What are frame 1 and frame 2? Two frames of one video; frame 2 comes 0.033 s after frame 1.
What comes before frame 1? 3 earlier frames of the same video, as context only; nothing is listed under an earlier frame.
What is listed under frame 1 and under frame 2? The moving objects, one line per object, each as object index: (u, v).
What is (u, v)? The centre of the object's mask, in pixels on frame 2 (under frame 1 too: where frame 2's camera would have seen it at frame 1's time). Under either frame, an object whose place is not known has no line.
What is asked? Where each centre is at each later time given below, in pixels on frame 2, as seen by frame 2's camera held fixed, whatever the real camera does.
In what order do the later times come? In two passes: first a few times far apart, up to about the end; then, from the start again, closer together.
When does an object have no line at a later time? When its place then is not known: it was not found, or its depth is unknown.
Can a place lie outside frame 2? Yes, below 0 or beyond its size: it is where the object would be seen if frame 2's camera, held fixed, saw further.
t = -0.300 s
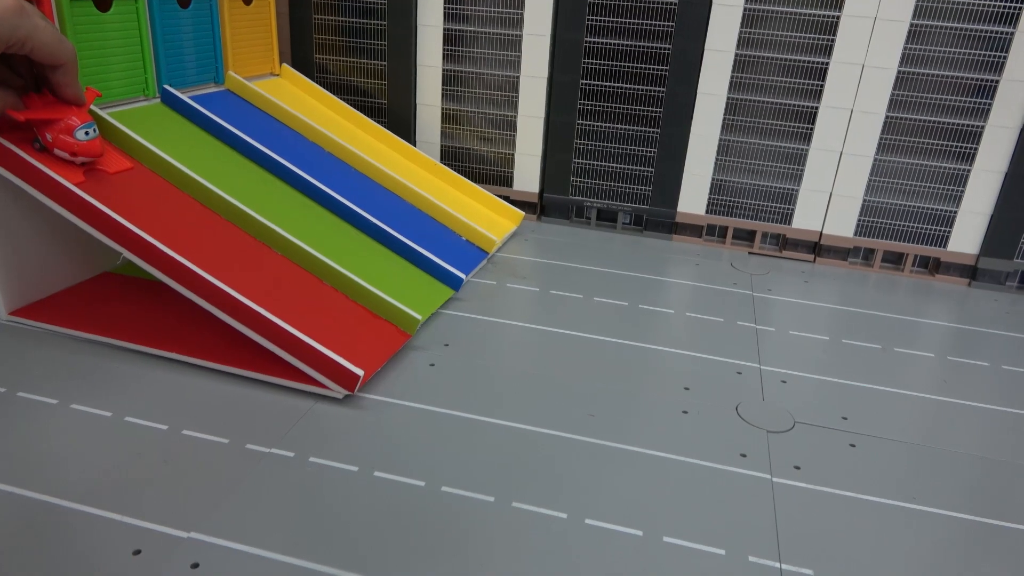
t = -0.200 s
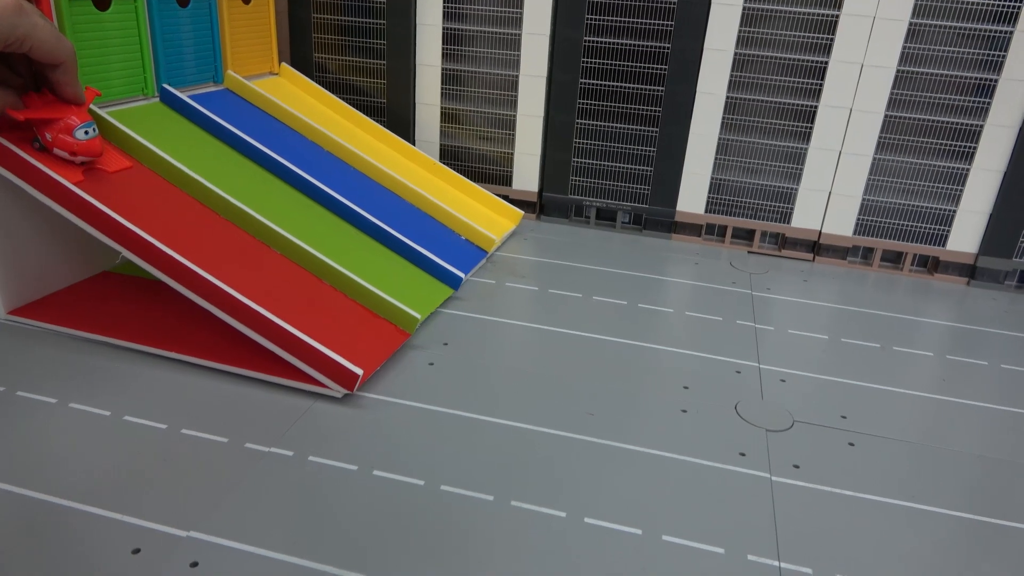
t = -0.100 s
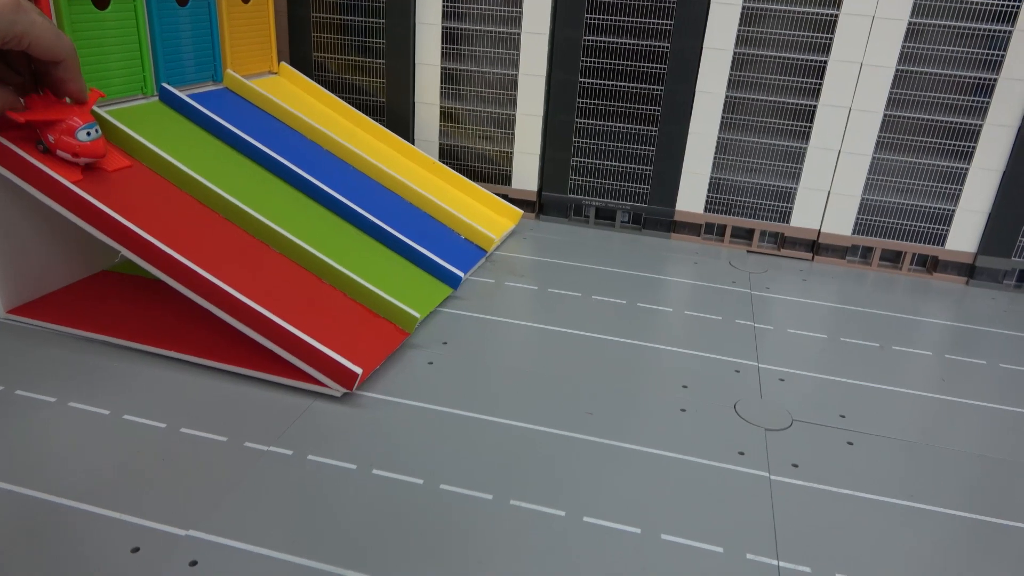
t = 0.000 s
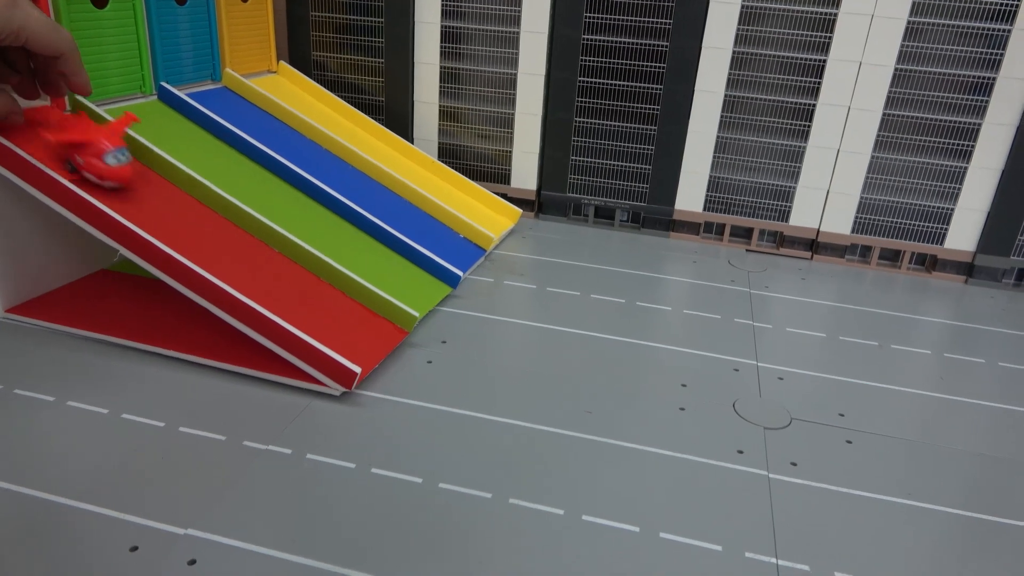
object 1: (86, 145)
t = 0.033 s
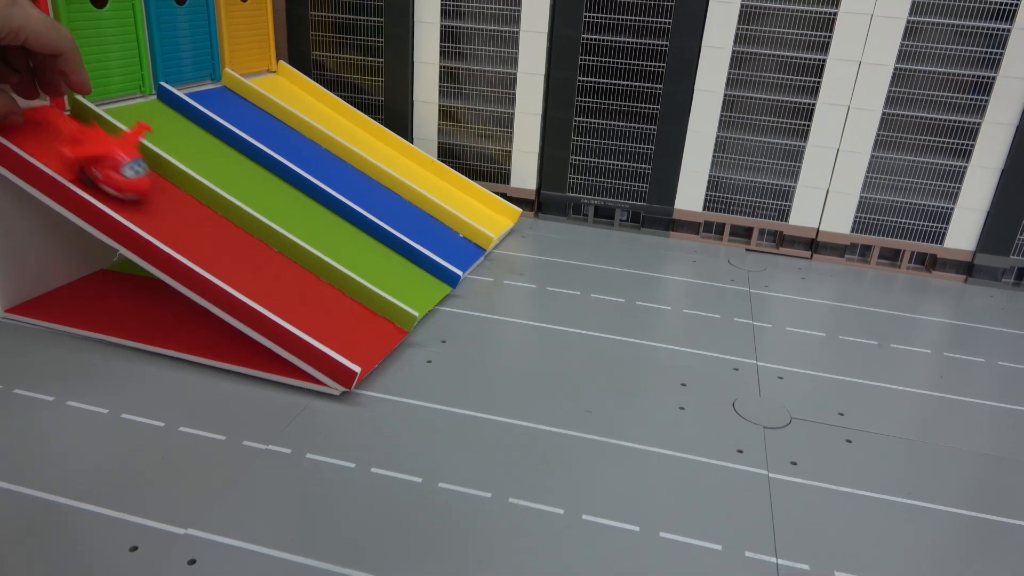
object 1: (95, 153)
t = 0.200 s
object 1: (268, 255)
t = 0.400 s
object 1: (560, 361)
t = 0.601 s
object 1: (797, 395)
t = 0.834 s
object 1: (957, 420)
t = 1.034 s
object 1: (1004, 424)
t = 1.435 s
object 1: (1007, 424)
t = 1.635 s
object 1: (1007, 424)
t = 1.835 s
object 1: (1008, 424)
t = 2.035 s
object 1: (1008, 424)
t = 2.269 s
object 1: (1008, 424)
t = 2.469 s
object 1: (1008, 424)
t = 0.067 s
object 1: (129, 177)
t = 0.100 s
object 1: (160, 193)
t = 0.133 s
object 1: (192, 212)
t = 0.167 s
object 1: (228, 233)
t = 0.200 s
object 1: (268, 255)
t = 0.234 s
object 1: (313, 280)
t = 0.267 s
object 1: (362, 305)
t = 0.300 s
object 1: (414, 330)
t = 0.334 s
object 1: (466, 342)
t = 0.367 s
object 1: (514, 354)
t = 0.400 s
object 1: (560, 361)
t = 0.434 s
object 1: (605, 366)
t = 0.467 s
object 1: (650, 373)
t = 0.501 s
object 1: (693, 378)
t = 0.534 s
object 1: (731, 380)
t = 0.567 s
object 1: (766, 389)
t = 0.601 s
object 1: (797, 395)
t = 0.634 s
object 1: (825, 399)
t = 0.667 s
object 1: (852, 406)
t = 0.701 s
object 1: (877, 410)
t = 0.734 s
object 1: (901, 413)
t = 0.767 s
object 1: (922, 416)
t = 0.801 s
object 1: (941, 418)
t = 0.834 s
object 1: (957, 420)
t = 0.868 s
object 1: (972, 422)
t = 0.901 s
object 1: (984, 423)
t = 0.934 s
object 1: (992, 423)
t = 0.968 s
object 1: (998, 424)
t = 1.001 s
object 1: (1002, 424)
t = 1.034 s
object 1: (1004, 424)
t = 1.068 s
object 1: (1005, 424)
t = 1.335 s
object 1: (1007, 424)
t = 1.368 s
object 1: (1007, 424)
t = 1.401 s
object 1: (1007, 424)
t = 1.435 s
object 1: (1007, 424)
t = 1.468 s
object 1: (1007, 424)
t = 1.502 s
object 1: (1007, 424)
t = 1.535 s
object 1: (1007, 424)
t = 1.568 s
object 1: (1007, 424)
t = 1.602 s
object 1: (1007, 424)
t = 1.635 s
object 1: (1007, 424)
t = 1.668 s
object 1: (1007, 424)
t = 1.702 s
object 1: (1007, 424)
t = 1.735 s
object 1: (1007, 424)
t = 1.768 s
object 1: (1007, 424)
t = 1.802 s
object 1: (1007, 424)
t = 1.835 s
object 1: (1008, 424)
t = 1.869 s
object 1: (1008, 424)
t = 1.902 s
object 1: (1008, 424)
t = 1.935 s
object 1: (1008, 424)
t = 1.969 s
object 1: (1008, 424)
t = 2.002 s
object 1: (1008, 424)
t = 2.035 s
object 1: (1008, 424)
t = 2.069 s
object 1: (1008, 424)
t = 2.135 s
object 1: (1008, 424)
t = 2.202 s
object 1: (1008, 424)
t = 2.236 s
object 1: (1008, 424)
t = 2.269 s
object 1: (1008, 424)
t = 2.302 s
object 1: (1008, 424)
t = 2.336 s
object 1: (1008, 424)
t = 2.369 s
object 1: (1008, 424)
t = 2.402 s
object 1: (1008, 424)
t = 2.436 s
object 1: (1008, 424)
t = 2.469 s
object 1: (1008, 424)
